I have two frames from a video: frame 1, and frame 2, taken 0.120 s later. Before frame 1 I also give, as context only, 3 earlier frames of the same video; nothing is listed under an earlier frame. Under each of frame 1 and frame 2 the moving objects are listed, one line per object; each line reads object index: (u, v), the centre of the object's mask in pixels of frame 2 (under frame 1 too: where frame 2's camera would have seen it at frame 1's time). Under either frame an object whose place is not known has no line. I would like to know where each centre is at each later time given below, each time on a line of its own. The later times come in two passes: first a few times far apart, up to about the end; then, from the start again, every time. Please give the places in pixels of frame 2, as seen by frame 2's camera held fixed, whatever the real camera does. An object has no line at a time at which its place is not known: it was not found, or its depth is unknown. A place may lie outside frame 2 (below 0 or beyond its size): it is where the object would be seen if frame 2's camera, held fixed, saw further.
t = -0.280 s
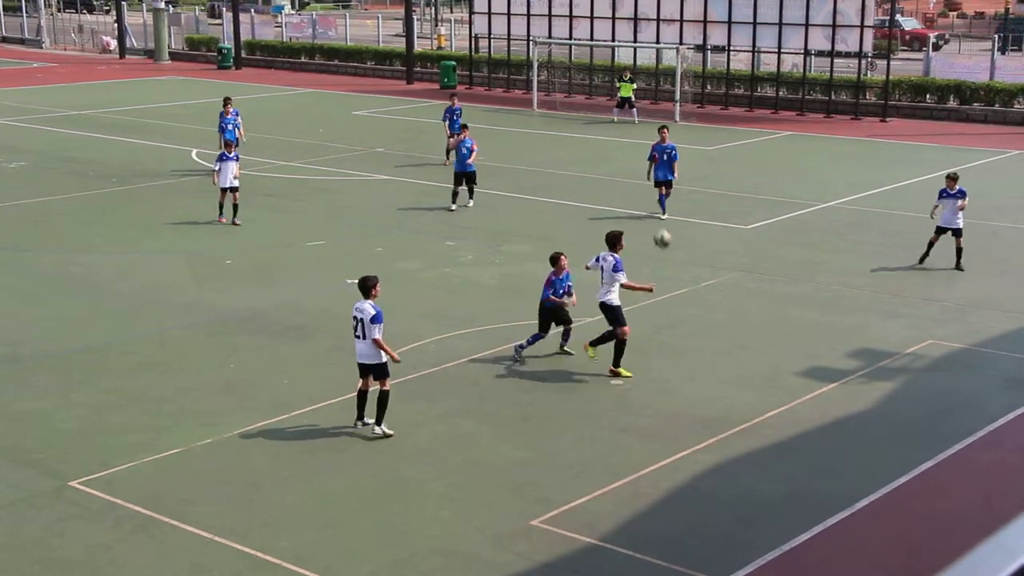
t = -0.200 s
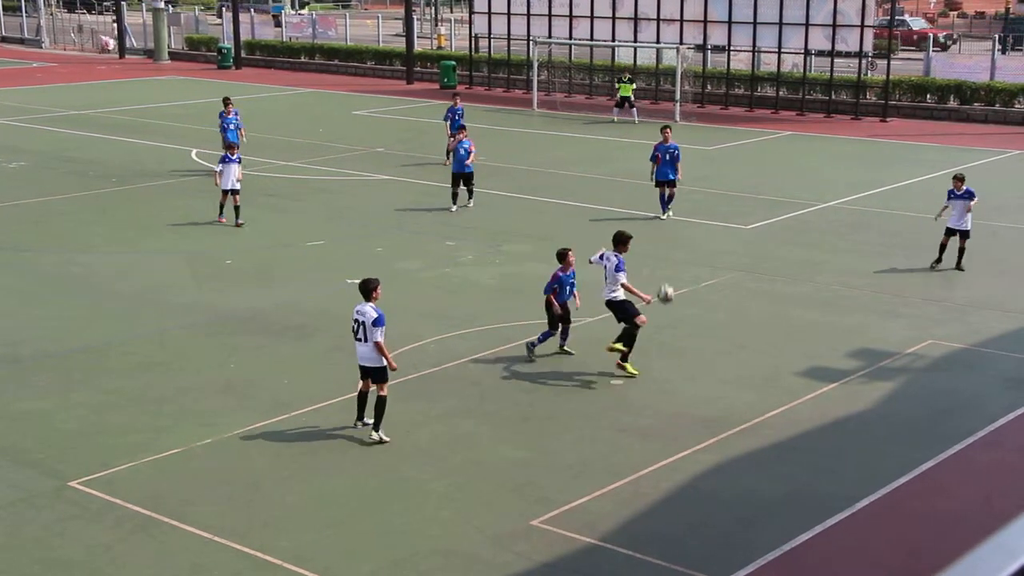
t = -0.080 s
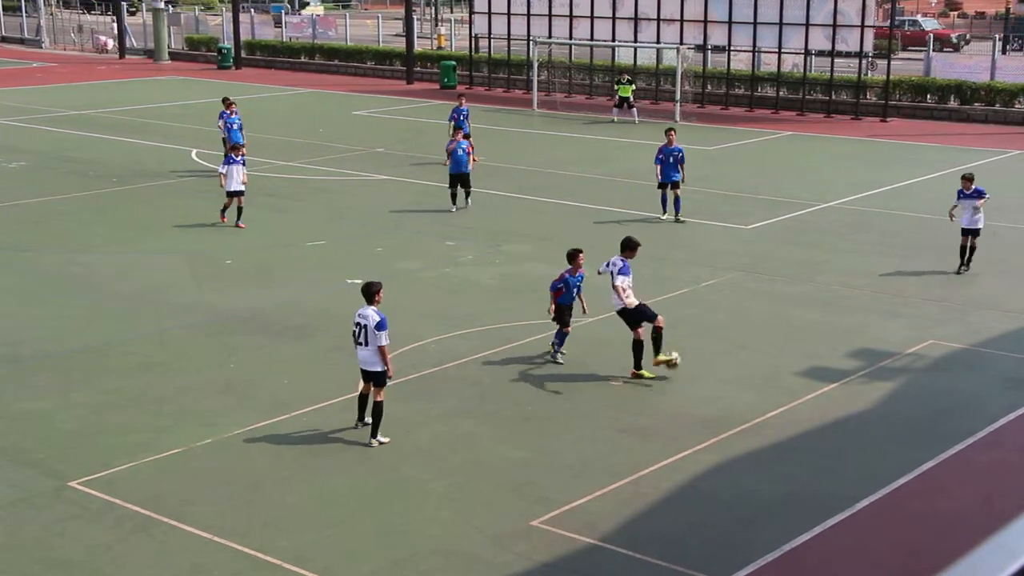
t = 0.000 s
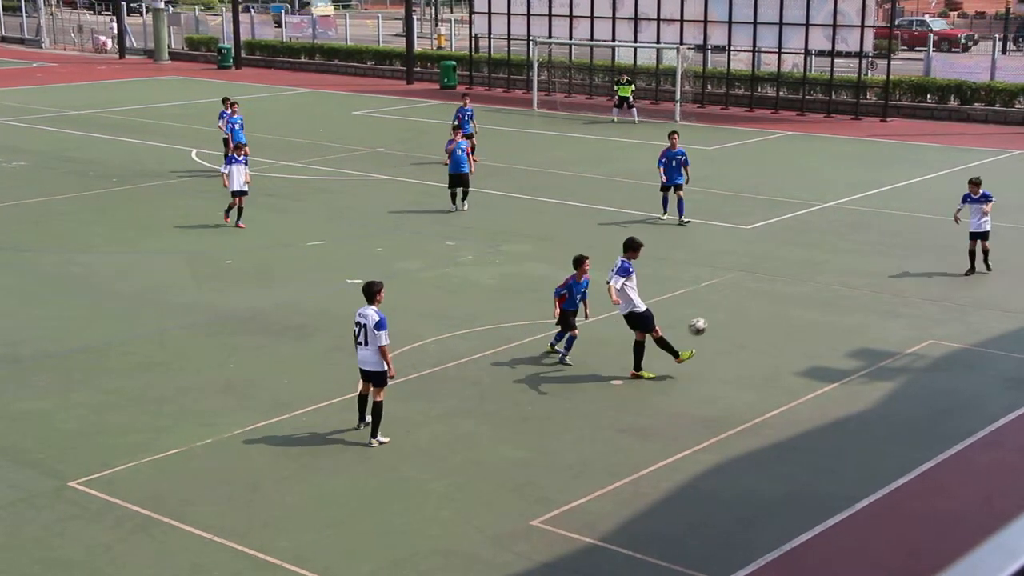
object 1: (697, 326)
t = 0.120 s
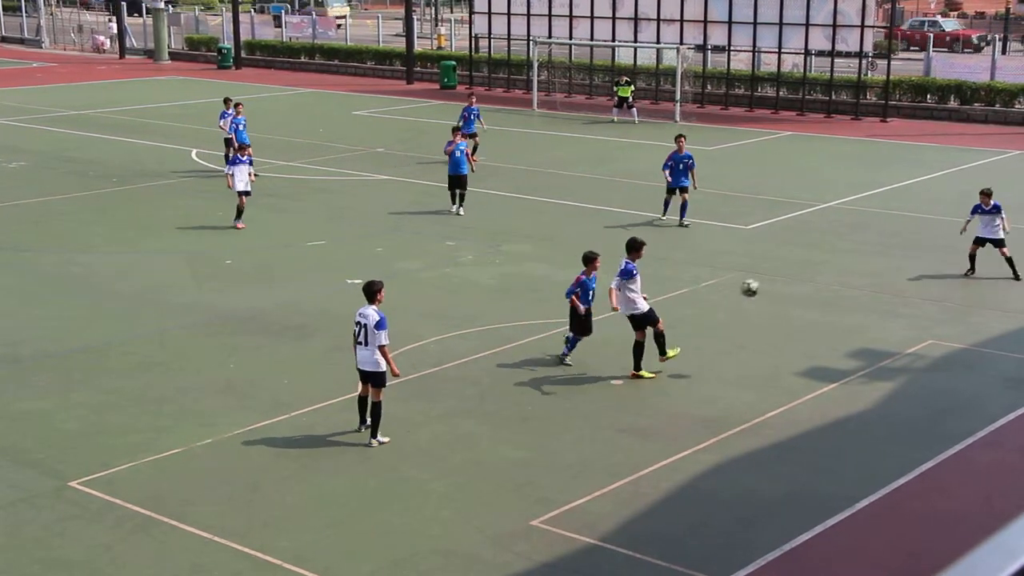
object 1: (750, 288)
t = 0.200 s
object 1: (784, 269)
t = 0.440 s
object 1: (884, 240)
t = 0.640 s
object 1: (961, 253)
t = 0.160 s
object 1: (767, 278)
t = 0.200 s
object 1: (784, 269)
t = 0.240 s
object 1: (801, 261)
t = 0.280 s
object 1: (818, 255)
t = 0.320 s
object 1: (835, 250)
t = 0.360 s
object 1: (852, 246)
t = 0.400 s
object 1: (868, 243)
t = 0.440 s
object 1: (884, 240)
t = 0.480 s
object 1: (900, 241)
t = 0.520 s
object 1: (916, 242)
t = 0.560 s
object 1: (931, 244)
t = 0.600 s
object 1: (946, 247)
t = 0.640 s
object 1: (961, 253)
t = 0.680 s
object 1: (976, 258)
